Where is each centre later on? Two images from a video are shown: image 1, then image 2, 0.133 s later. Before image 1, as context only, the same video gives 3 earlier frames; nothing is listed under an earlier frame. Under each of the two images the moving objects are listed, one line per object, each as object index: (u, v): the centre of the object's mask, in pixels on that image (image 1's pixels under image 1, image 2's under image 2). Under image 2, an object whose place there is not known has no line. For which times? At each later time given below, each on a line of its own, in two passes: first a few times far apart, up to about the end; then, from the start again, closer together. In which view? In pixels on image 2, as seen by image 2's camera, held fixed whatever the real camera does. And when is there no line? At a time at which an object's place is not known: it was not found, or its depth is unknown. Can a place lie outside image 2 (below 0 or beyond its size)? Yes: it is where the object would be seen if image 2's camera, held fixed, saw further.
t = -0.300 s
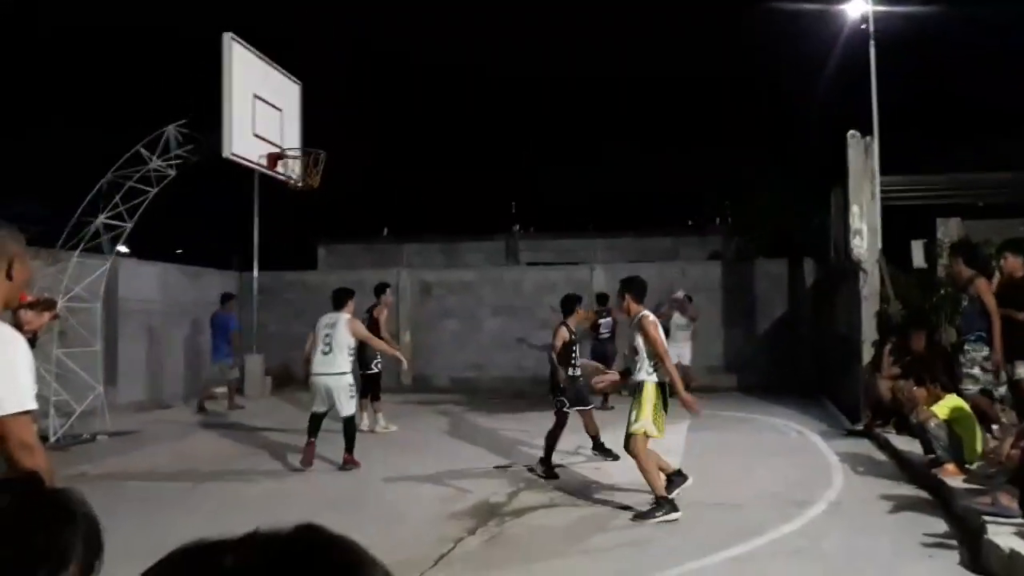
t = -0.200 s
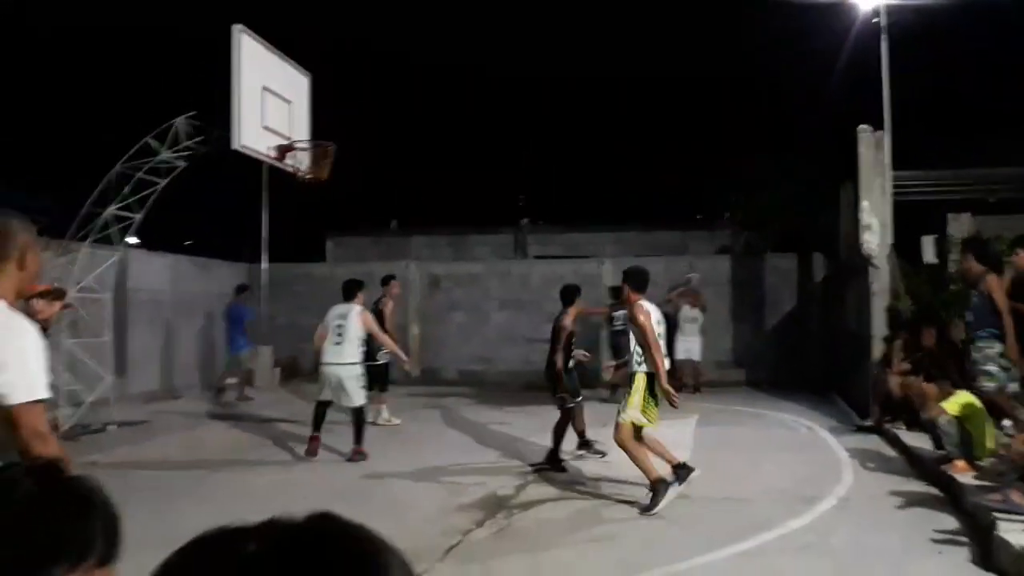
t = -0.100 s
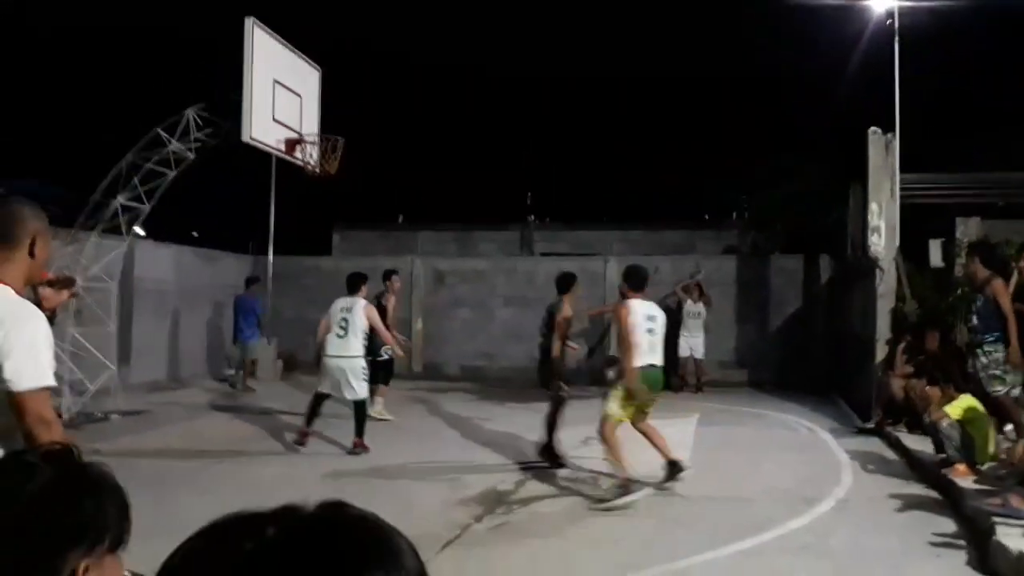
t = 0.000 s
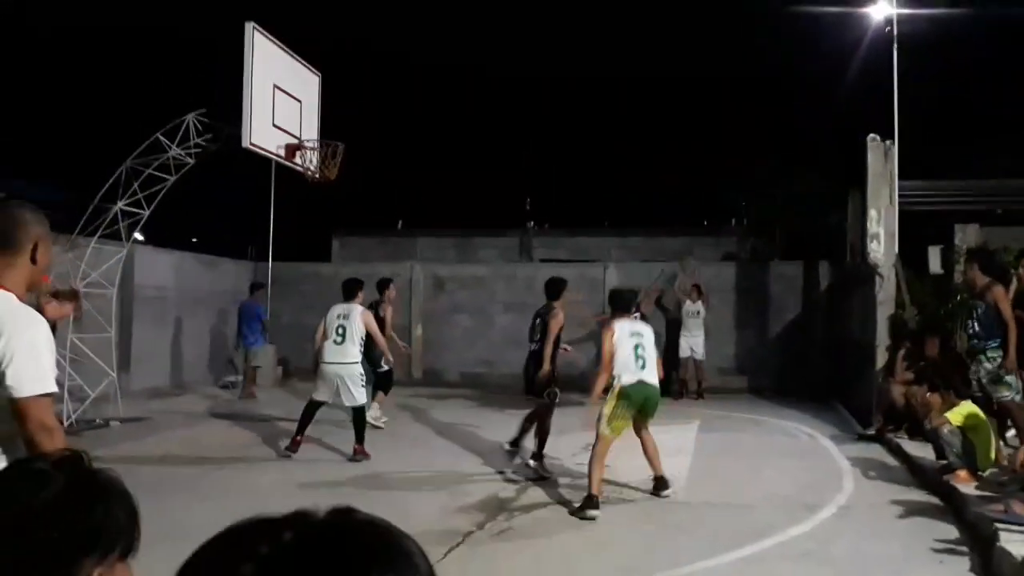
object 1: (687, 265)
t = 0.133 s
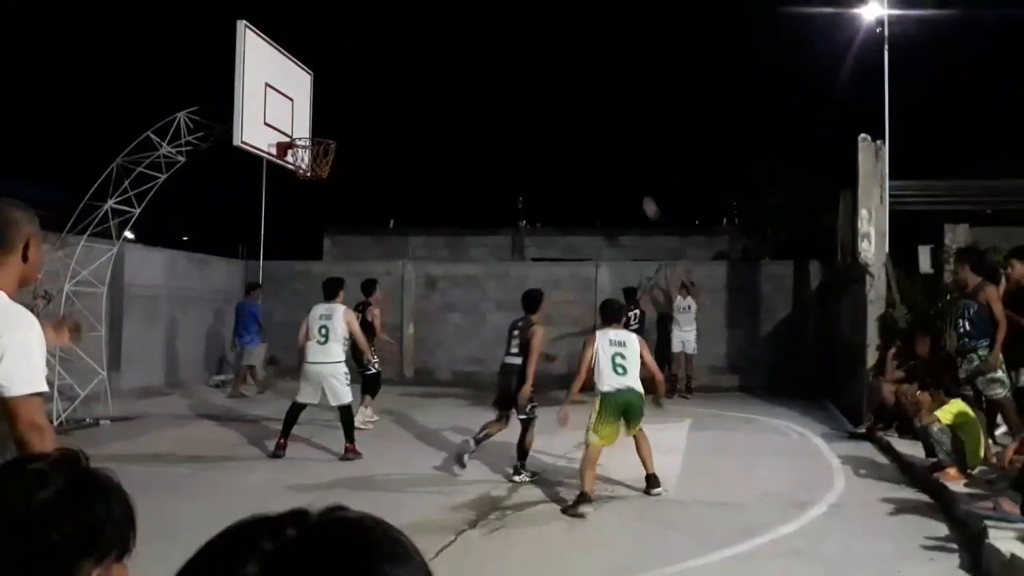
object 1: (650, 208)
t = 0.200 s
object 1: (634, 182)
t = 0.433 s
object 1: (573, 106)
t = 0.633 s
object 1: (514, 66)
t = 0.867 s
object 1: (438, 52)
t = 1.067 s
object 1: (362, 74)
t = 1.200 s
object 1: (305, 111)
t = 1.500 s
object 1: (358, 108)
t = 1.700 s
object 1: (418, 129)
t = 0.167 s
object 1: (642, 195)
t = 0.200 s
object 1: (634, 182)
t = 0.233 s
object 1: (625, 169)
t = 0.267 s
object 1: (617, 157)
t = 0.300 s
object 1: (608, 146)
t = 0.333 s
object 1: (600, 135)
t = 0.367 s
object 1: (591, 125)
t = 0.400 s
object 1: (582, 115)
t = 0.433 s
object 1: (573, 106)
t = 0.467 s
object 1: (564, 98)
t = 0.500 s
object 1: (554, 90)
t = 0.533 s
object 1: (544, 83)
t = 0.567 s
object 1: (535, 77)
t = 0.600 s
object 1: (524, 71)
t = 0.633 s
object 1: (514, 66)
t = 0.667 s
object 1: (504, 62)
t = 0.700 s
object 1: (494, 58)
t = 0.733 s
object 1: (483, 55)
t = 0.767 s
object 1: (472, 52)
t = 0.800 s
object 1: (461, 52)
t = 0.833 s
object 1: (450, 51)
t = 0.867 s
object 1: (438, 52)
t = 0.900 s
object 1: (426, 53)
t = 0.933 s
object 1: (414, 55)
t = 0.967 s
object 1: (401, 58)
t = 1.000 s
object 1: (389, 62)
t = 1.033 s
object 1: (376, 68)
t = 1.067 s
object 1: (362, 74)
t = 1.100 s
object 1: (349, 81)
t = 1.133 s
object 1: (335, 90)
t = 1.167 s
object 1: (323, 99)
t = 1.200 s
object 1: (305, 111)
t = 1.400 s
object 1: (328, 113)
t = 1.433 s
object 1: (339, 110)
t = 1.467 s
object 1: (348, 109)
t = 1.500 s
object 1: (358, 108)
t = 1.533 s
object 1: (368, 110)
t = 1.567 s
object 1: (378, 111)
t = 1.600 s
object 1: (387, 113)
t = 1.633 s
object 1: (398, 117)
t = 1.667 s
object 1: (408, 123)
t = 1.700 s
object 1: (418, 129)
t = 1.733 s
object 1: (428, 137)
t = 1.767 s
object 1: (439, 146)
